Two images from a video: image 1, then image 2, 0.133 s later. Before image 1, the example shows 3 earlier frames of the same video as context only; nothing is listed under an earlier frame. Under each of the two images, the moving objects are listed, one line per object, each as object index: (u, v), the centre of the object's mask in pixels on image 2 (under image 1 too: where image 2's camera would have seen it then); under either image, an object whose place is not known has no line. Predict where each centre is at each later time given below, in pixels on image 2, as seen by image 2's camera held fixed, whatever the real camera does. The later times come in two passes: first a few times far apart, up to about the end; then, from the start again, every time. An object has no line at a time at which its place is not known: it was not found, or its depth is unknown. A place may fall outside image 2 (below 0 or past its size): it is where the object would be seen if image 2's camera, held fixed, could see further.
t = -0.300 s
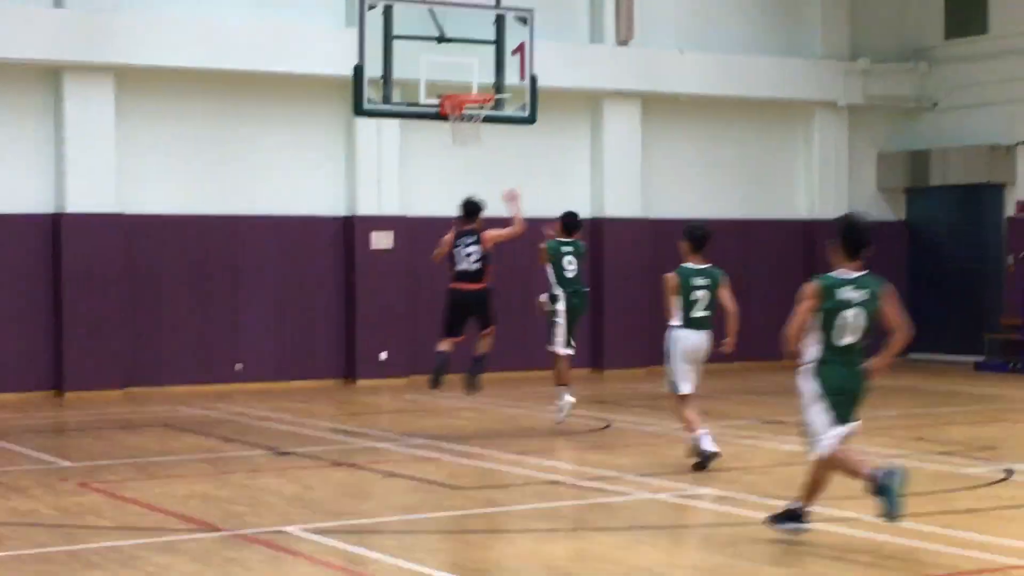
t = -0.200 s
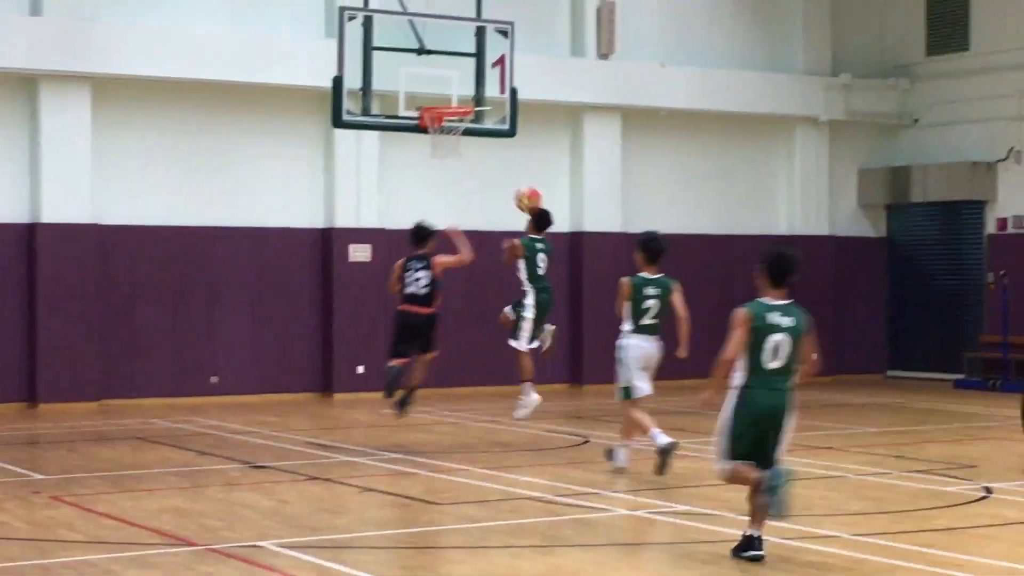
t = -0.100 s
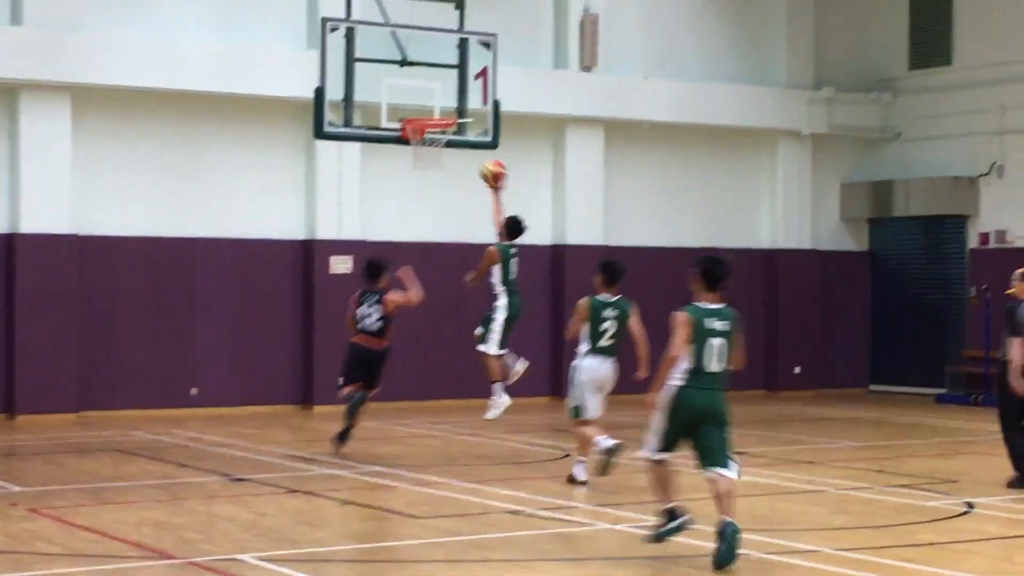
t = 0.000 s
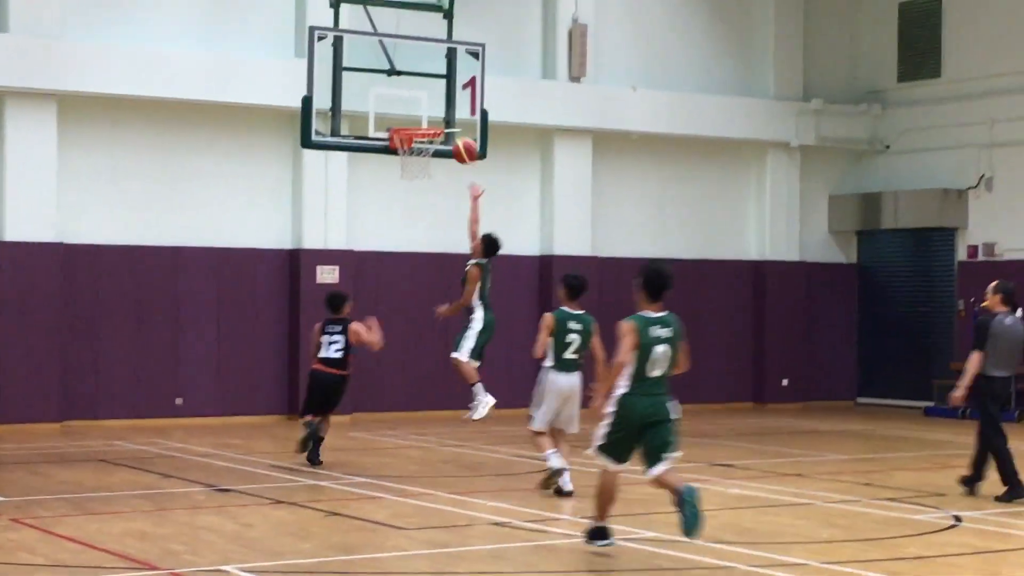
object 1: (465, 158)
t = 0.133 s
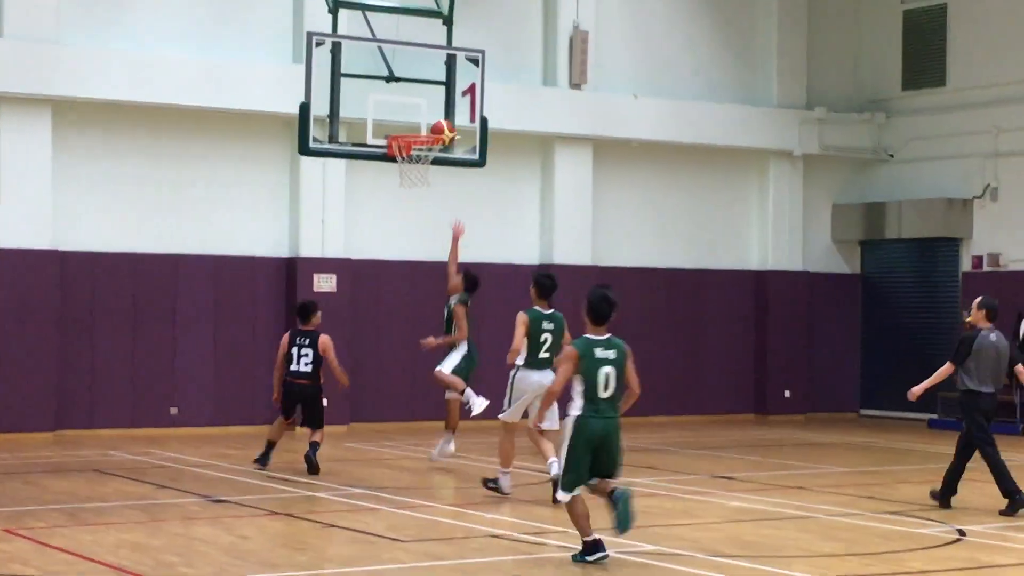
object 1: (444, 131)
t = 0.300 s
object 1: (434, 122)
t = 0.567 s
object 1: (436, 124)
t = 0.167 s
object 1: (439, 127)
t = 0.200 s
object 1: (434, 126)
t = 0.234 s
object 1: (432, 124)
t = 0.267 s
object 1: (433, 124)
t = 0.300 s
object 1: (434, 122)
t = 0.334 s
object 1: (434, 122)
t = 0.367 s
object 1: (435, 123)
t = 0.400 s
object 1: (436, 122)
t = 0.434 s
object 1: (436, 121)
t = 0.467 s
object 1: (436, 121)
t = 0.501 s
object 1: (437, 122)
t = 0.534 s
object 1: (437, 124)
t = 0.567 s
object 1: (436, 124)
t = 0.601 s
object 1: (436, 125)
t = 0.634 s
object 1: (436, 126)
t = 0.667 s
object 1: (435, 127)
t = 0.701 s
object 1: (435, 137)
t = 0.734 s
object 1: (434, 143)
